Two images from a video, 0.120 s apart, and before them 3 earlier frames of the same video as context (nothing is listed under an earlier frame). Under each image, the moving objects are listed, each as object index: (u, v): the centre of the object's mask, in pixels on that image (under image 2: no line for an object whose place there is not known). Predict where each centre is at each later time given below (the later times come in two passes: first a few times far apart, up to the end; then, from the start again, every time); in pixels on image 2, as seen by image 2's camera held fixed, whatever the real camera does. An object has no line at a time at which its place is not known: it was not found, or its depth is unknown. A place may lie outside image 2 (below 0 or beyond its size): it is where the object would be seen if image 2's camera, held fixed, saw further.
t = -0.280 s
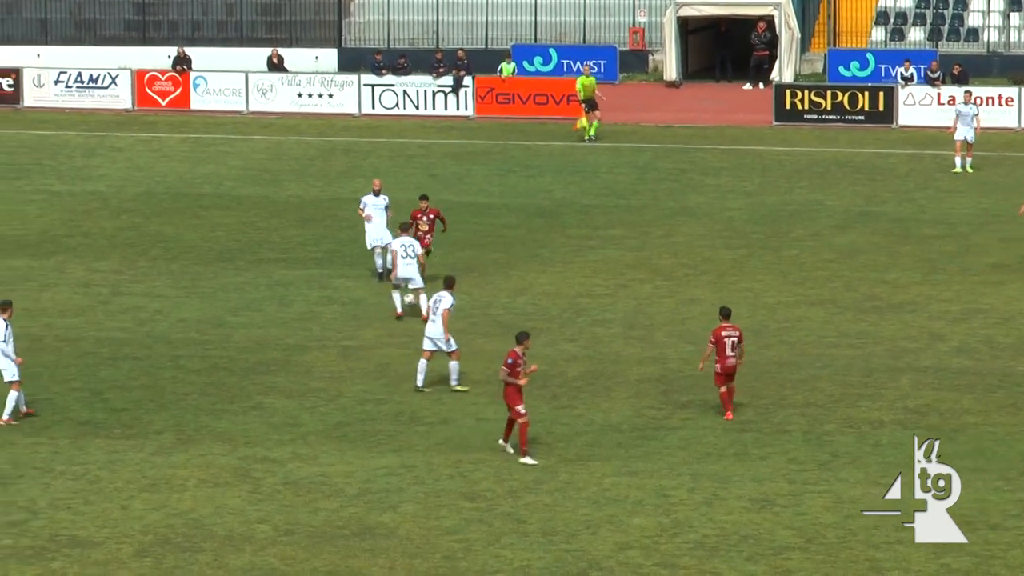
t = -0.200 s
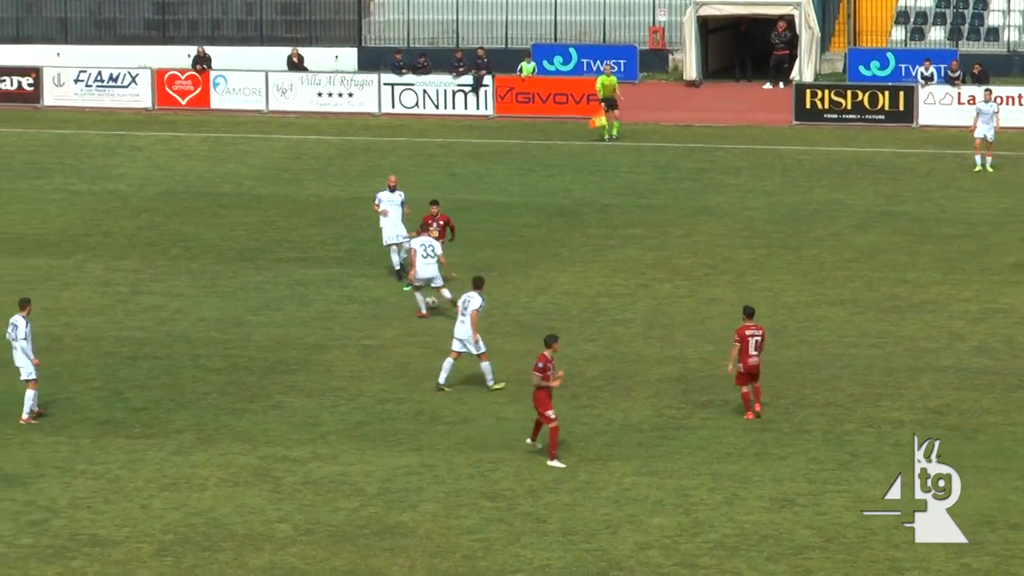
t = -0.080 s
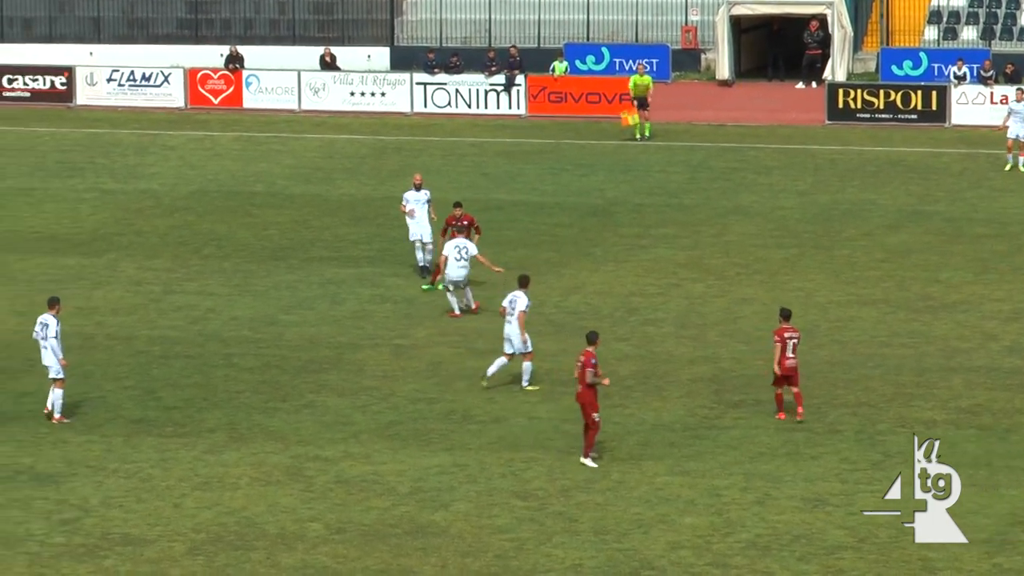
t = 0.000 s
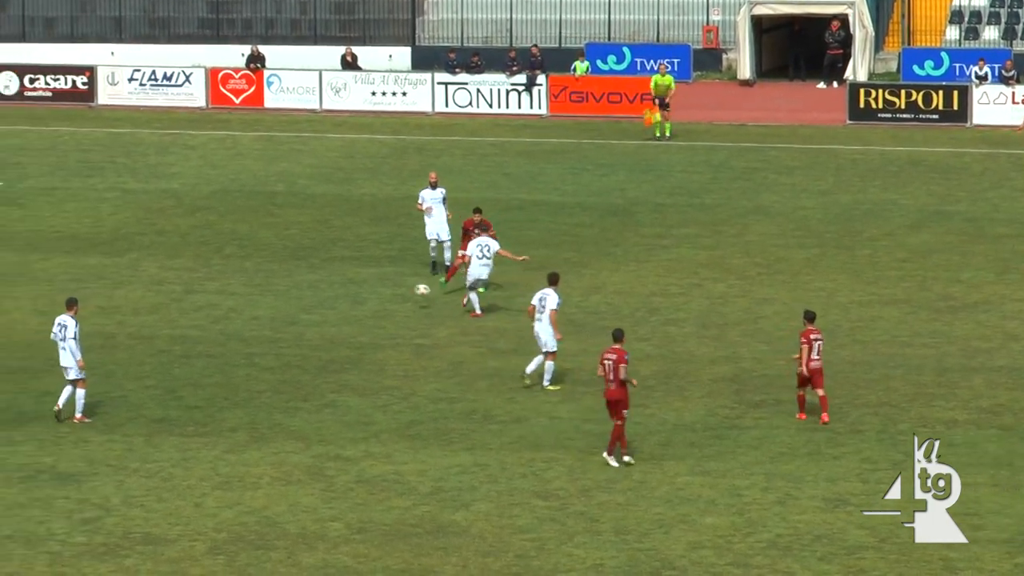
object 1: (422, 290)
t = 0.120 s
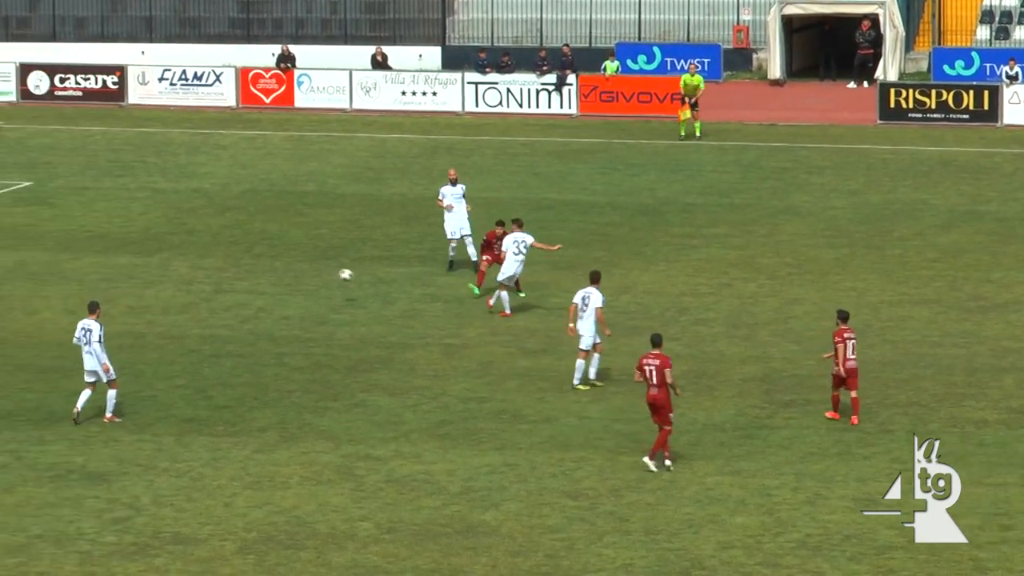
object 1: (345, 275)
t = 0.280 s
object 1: (209, 270)
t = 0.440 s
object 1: (76, 283)
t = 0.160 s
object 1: (311, 272)
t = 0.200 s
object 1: (277, 270)
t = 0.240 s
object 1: (242, 270)
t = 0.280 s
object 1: (209, 270)
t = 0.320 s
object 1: (175, 272)
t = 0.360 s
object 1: (142, 274)
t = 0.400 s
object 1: (108, 279)
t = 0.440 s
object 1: (76, 283)
